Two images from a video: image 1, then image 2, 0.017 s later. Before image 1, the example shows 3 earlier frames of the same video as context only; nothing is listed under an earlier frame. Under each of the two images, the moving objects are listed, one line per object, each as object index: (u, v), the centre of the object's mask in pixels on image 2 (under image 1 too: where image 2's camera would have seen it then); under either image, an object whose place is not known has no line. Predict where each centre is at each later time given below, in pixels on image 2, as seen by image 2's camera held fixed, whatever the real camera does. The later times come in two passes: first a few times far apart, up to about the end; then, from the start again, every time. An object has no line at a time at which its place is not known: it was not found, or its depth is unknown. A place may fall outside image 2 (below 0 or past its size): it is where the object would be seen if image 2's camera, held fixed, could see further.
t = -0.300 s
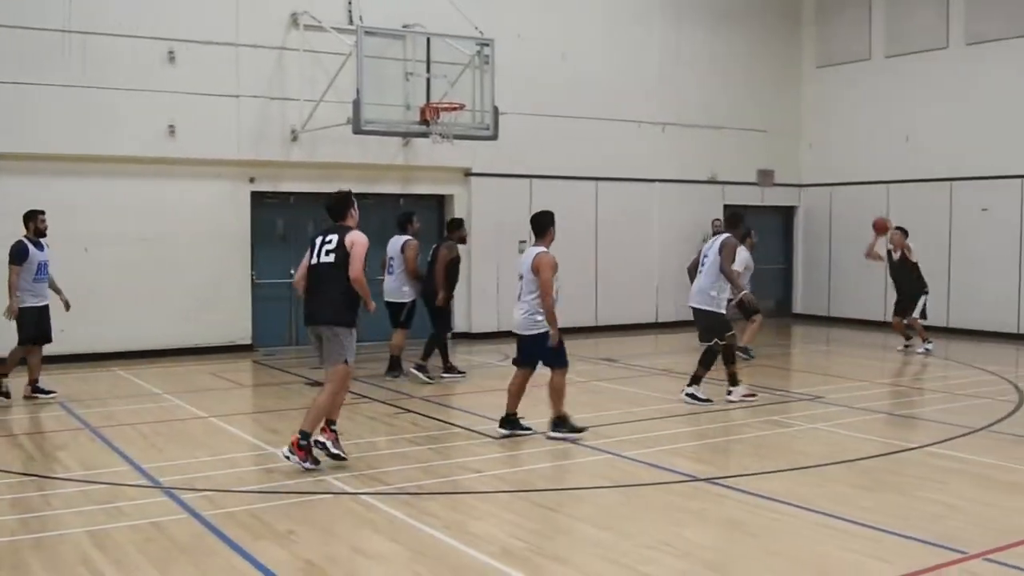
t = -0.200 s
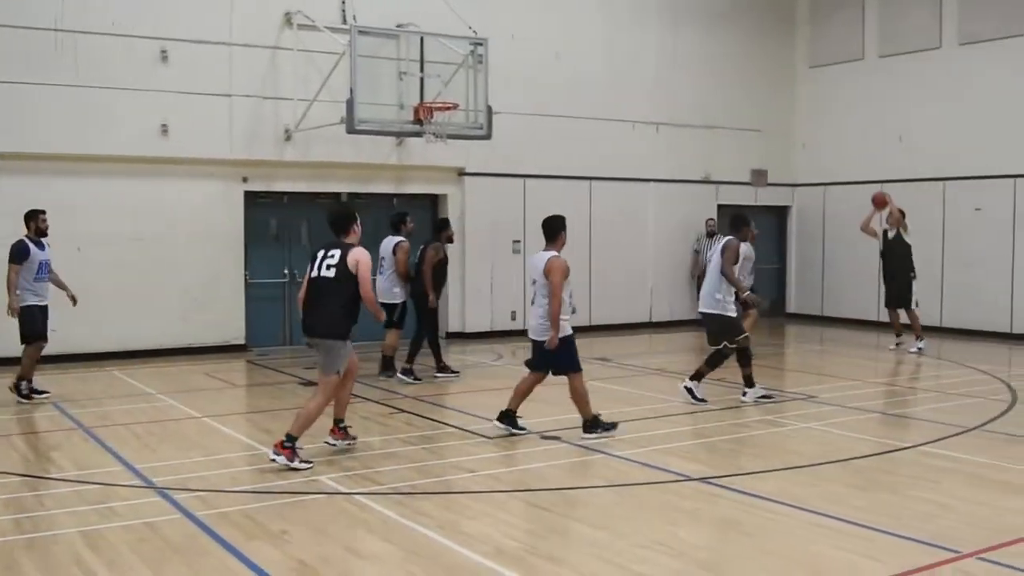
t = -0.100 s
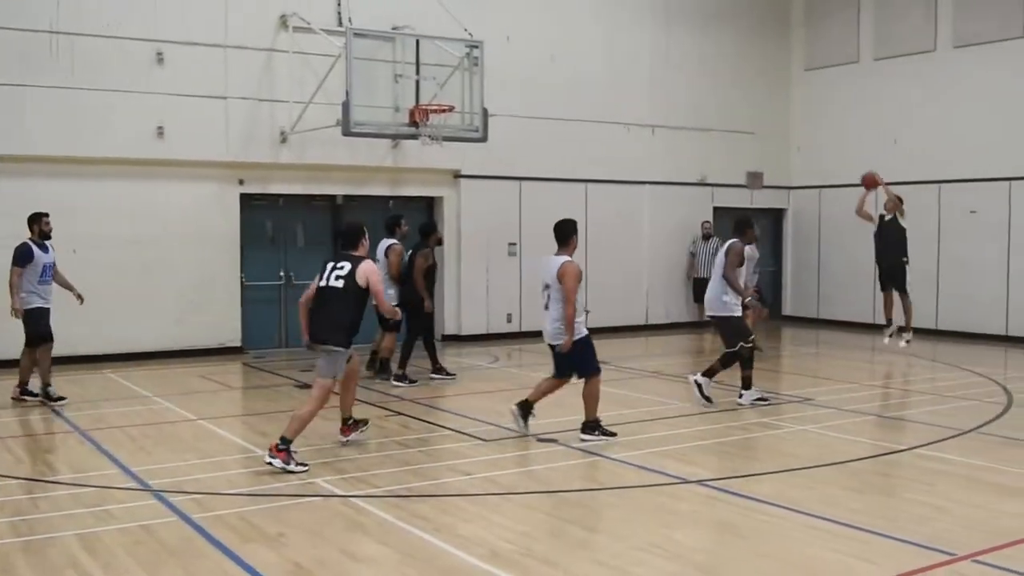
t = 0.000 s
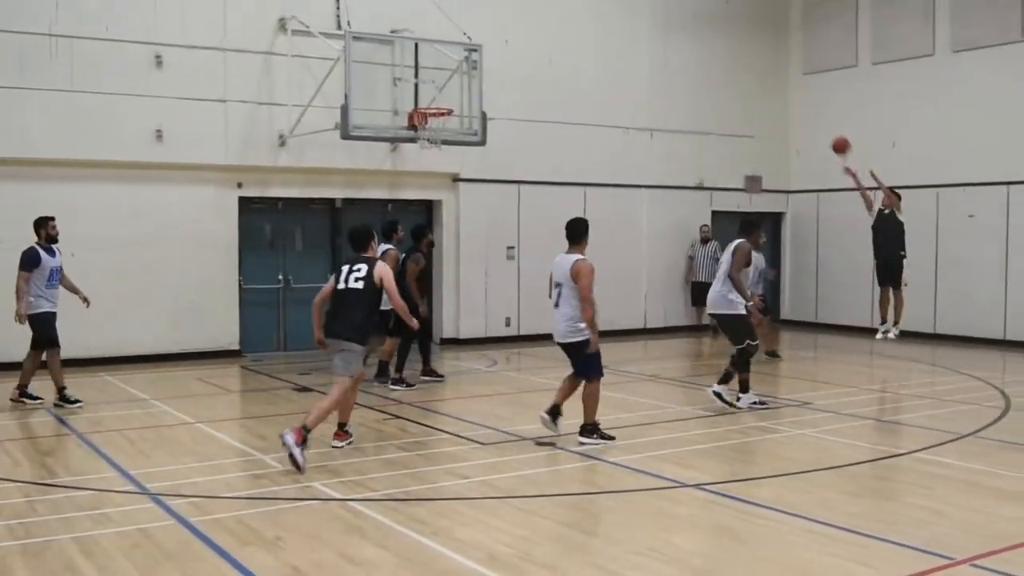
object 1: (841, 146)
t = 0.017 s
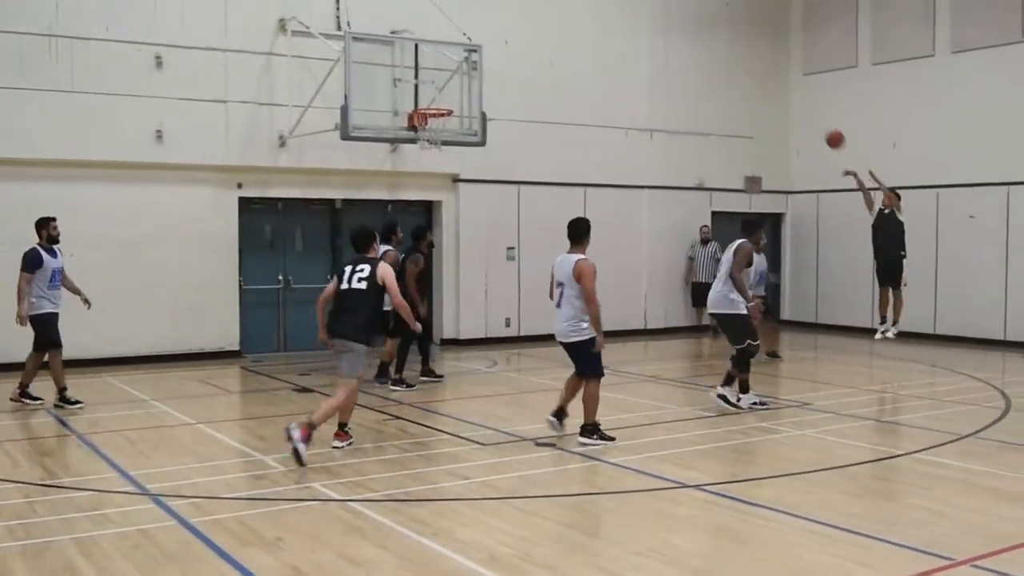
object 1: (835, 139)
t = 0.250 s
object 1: (746, 62)
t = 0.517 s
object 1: (641, 25)
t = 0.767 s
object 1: (540, 41)
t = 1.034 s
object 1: (426, 118)
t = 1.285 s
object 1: (416, 130)
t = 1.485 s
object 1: (412, 169)
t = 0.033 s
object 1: (828, 132)
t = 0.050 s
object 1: (823, 126)
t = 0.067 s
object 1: (816, 120)
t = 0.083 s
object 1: (810, 113)
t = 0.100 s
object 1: (804, 107)
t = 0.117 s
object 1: (797, 101)
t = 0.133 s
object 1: (792, 96)
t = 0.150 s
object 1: (785, 91)
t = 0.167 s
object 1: (779, 85)
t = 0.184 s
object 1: (772, 80)
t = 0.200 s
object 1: (766, 75)
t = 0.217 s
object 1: (759, 71)
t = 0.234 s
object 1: (753, 66)
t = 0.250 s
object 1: (746, 62)
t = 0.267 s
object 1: (740, 58)
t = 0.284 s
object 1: (734, 54)
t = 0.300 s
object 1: (727, 51)
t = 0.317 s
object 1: (721, 48)
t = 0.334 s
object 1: (714, 45)
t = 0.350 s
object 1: (708, 42)
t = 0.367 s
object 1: (701, 39)
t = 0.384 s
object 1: (695, 37)
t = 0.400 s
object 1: (688, 34)
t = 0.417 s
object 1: (681, 33)
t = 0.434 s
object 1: (675, 30)
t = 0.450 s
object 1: (668, 29)
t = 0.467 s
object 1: (661, 28)
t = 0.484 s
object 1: (655, 27)
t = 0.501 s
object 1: (648, 26)
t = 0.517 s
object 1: (641, 25)
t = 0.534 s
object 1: (635, 24)
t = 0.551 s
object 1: (627, 25)
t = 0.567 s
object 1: (621, 25)
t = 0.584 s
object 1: (614, 25)
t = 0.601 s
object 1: (607, 25)
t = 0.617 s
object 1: (600, 26)
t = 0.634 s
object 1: (594, 27)
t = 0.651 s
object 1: (587, 27)
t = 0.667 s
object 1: (580, 29)
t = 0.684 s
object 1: (573, 31)
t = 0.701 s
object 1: (566, 33)
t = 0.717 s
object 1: (560, 34)
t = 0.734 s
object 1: (553, 37)
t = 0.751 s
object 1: (545, 39)
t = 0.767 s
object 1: (540, 41)
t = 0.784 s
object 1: (532, 45)
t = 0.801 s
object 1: (525, 48)
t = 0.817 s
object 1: (519, 51)
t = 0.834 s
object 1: (511, 55)
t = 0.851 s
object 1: (505, 58)
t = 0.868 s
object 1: (498, 62)
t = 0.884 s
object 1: (492, 67)
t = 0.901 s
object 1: (484, 72)
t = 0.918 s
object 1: (478, 77)
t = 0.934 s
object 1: (471, 82)
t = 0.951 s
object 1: (463, 87)
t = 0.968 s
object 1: (456, 93)
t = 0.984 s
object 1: (450, 98)
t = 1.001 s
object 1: (443, 105)
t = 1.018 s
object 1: (436, 110)
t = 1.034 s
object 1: (426, 118)
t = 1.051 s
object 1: (420, 122)
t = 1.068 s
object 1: (419, 124)
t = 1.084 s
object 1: (418, 125)
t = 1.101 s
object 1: (415, 127)
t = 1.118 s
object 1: (415, 127)
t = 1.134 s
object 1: (415, 127)
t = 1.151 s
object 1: (415, 127)
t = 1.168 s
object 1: (416, 126)
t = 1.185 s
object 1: (416, 126)
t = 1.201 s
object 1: (416, 127)
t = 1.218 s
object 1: (416, 127)
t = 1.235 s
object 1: (416, 128)
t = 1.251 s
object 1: (416, 128)
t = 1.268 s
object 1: (416, 128)
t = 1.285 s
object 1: (416, 130)
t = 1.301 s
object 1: (416, 131)
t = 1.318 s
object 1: (417, 133)
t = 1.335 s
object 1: (415, 136)
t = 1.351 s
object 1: (415, 140)
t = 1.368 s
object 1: (415, 143)
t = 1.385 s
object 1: (414, 146)
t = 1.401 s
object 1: (413, 149)
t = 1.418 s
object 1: (413, 153)
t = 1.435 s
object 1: (412, 157)
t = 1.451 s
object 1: (412, 160)
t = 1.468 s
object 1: (412, 165)
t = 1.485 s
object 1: (412, 169)
